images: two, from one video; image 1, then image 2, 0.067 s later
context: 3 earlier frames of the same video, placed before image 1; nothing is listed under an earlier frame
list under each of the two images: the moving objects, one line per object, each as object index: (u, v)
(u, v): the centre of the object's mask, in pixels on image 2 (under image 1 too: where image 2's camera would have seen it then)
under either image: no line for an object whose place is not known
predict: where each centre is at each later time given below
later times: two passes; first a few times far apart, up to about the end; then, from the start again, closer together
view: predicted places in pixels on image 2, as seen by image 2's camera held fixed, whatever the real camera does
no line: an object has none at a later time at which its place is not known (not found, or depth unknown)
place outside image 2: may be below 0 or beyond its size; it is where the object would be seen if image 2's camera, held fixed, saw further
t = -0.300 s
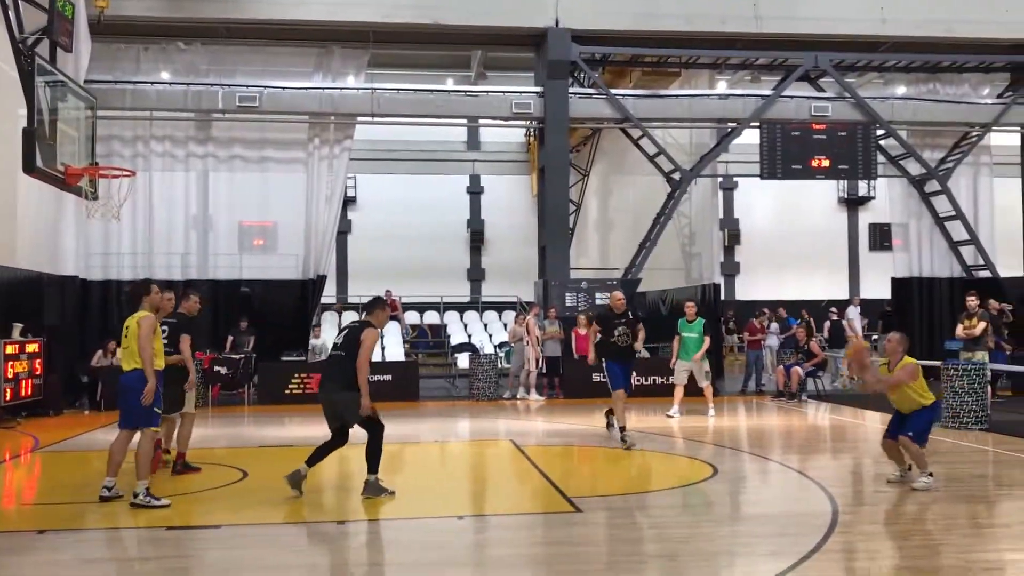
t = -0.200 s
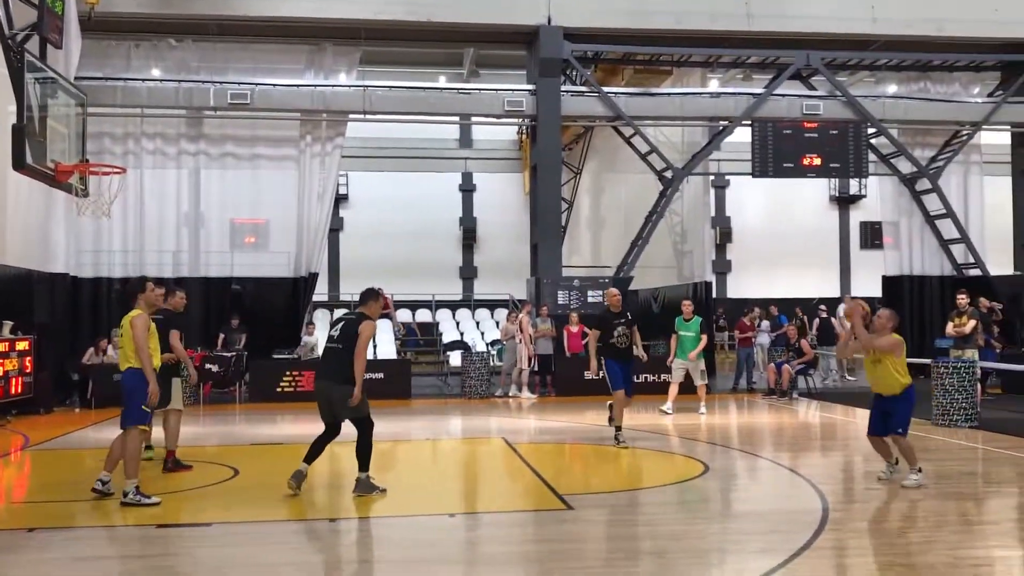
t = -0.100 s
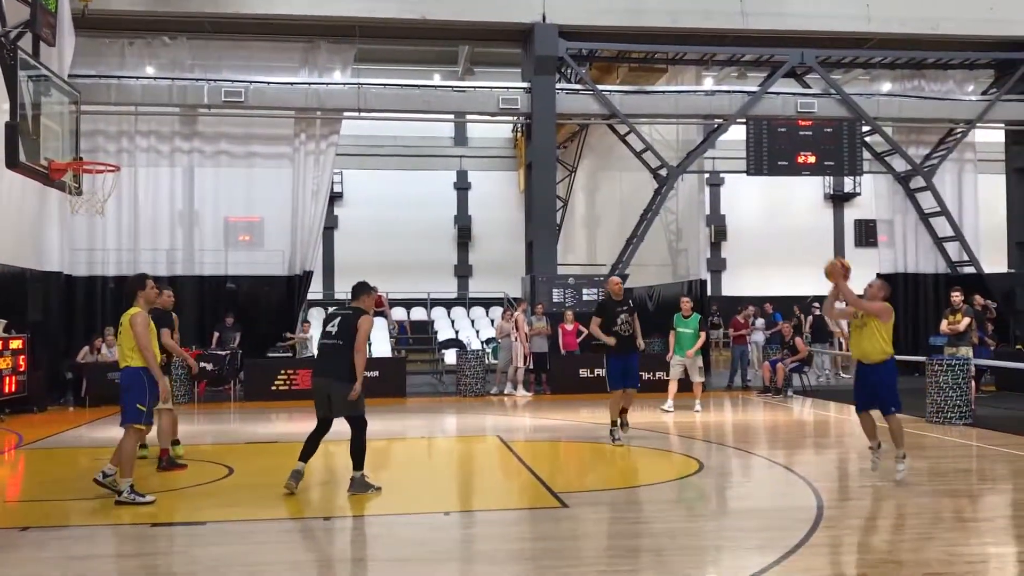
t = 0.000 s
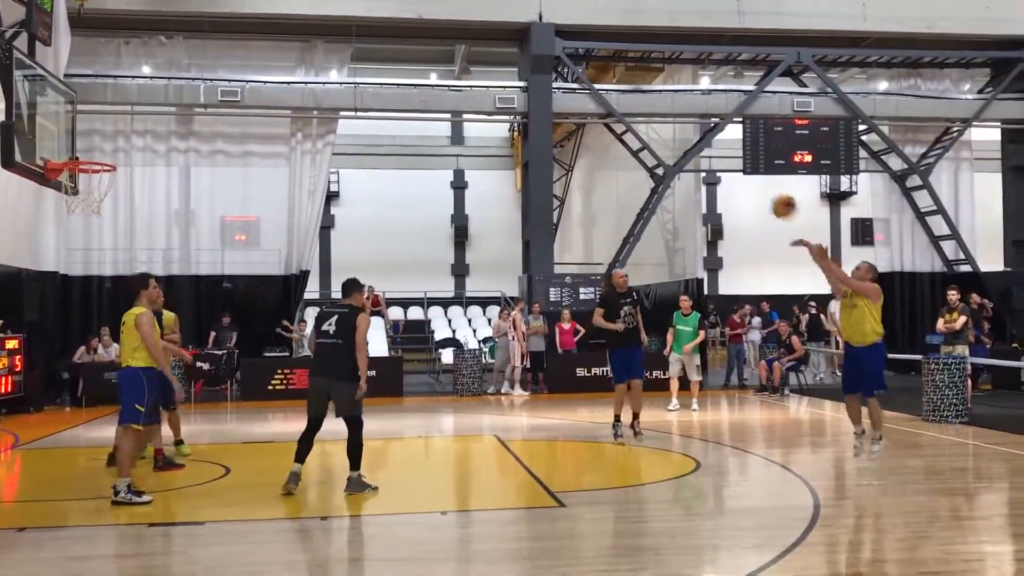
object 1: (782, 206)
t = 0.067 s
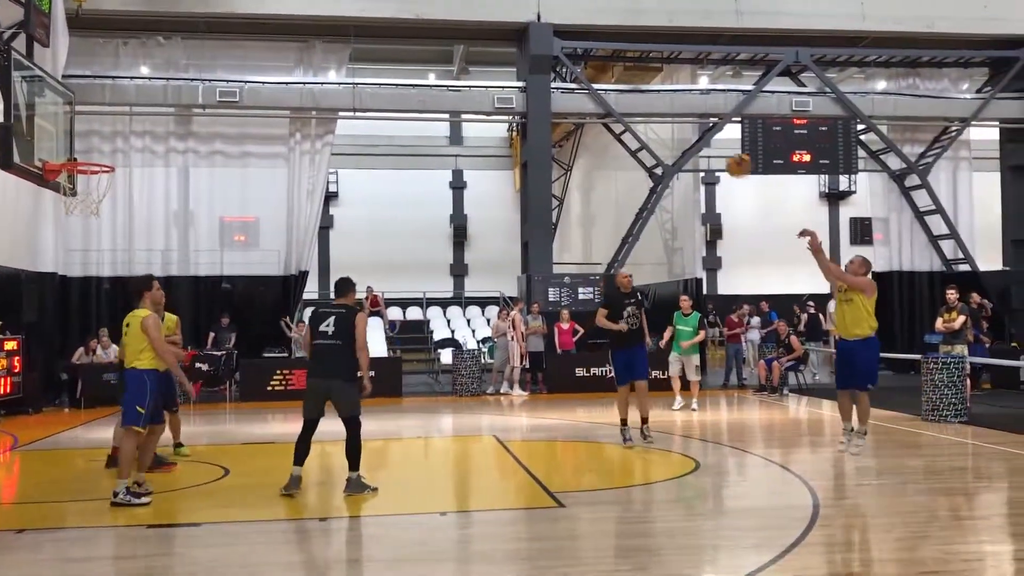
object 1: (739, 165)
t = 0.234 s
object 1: (631, 84)
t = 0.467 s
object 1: (489, 21)
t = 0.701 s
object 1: (352, 11)
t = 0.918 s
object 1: (231, 48)
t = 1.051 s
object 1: (155, 96)
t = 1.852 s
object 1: (220, 228)
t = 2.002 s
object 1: (244, 279)
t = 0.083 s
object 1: (728, 156)
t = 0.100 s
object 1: (717, 147)
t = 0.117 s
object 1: (706, 137)
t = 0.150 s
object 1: (685, 122)
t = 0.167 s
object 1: (675, 113)
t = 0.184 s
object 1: (662, 106)
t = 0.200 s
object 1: (652, 99)
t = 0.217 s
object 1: (642, 92)
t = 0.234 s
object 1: (631, 84)
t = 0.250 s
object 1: (621, 77)
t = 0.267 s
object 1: (611, 71)
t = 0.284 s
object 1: (600, 68)
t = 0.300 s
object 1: (590, 63)
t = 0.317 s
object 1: (581, 58)
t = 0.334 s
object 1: (570, 50)
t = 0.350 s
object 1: (561, 45)
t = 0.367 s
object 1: (551, 39)
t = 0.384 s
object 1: (541, 38)
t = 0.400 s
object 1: (529, 33)
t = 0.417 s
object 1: (519, 30)
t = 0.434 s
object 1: (510, 27)
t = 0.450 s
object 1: (500, 24)
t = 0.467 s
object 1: (489, 21)
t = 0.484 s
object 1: (480, 19)
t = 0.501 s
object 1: (470, 16)
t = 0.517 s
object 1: (460, 14)
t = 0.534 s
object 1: (449, 11)
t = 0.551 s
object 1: (439, 11)
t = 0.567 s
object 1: (429, 9)
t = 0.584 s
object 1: (420, 9)
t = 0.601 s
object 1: (410, 8)
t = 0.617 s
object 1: (401, 8)
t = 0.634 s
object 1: (391, 8)
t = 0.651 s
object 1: (381, 8)
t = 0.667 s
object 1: (371, 8)
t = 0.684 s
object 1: (362, 8)
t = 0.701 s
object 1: (352, 11)
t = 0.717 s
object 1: (343, 11)
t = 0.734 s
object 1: (334, 13)
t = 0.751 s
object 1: (324, 15)
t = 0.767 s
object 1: (314, 17)
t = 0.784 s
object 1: (306, 21)
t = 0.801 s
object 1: (296, 23)
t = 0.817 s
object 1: (286, 25)
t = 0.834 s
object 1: (277, 28)
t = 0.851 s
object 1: (267, 30)
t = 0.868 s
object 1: (258, 35)
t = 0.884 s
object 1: (248, 39)
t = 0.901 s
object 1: (239, 44)
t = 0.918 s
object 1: (231, 48)
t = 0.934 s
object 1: (221, 54)
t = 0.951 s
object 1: (212, 58)
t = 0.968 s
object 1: (202, 64)
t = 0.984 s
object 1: (193, 69)
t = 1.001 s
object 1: (183, 77)
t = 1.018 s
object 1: (173, 83)
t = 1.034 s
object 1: (165, 88)
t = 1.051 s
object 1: (155, 96)
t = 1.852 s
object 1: (220, 228)
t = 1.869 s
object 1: (222, 233)
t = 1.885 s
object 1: (225, 238)
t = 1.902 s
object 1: (228, 243)
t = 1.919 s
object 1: (231, 249)
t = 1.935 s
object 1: (233, 255)
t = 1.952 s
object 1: (236, 260)
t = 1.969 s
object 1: (240, 266)
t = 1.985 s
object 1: (241, 272)
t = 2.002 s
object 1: (244, 279)
